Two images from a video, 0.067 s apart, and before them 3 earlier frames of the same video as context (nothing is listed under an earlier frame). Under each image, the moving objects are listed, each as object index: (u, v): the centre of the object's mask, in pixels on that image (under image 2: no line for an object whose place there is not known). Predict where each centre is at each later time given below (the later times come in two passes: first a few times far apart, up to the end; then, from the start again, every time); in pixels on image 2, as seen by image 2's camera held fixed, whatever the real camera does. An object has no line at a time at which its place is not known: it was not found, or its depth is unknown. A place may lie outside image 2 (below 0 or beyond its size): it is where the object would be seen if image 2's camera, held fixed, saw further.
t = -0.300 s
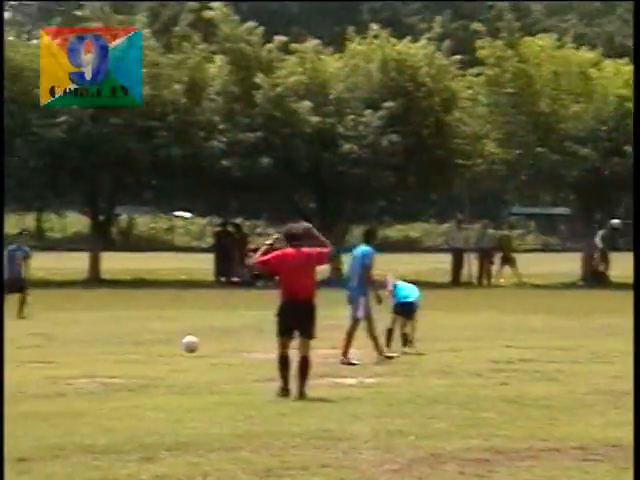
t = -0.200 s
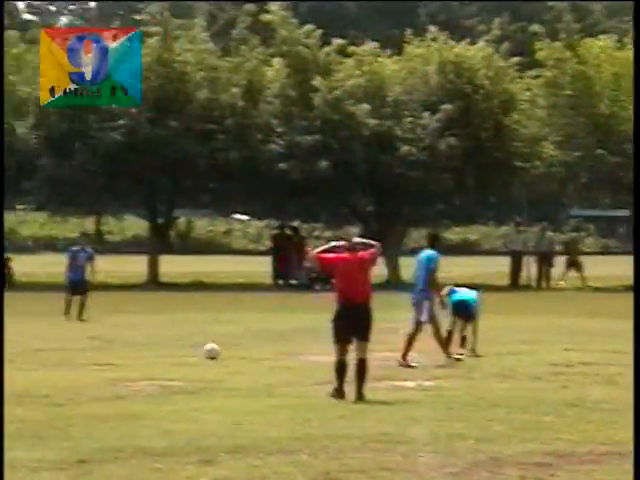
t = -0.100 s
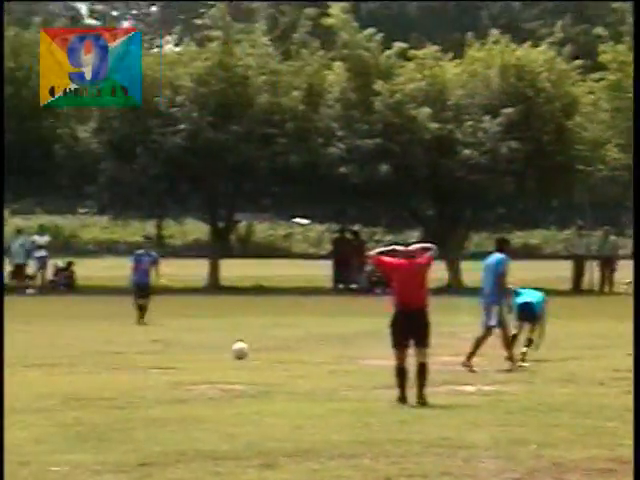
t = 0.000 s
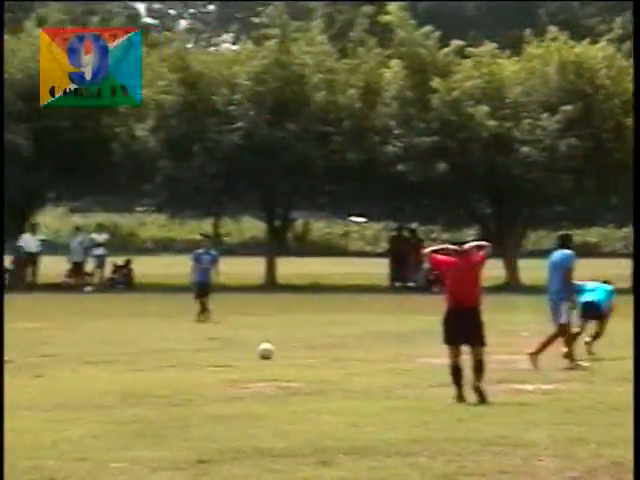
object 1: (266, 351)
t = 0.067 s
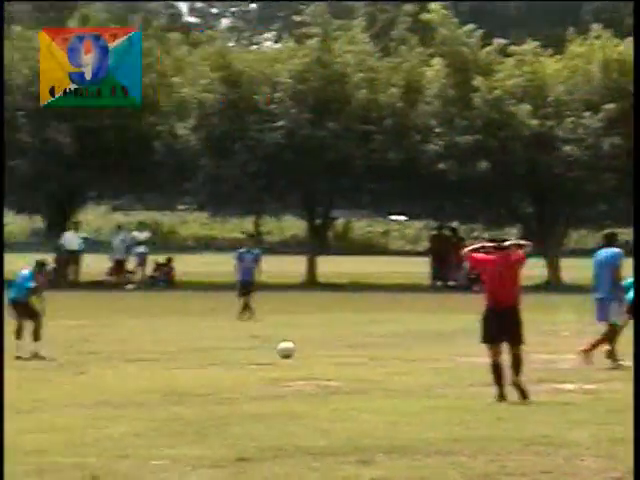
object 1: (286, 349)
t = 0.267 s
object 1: (228, 349)
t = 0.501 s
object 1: (161, 350)
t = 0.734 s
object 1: (97, 353)
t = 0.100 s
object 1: (276, 349)
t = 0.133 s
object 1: (266, 349)
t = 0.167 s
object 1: (257, 350)
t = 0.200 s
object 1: (247, 350)
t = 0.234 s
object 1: (237, 350)
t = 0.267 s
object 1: (228, 349)
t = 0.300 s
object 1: (218, 349)
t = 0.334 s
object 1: (209, 349)
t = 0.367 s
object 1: (199, 350)
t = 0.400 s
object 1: (189, 351)
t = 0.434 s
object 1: (180, 350)
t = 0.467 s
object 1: (170, 350)
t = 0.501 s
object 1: (161, 350)
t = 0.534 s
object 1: (152, 351)
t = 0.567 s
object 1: (143, 352)
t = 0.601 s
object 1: (133, 352)
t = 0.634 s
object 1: (124, 352)
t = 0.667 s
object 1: (115, 352)
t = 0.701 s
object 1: (106, 352)
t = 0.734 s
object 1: (97, 353)
